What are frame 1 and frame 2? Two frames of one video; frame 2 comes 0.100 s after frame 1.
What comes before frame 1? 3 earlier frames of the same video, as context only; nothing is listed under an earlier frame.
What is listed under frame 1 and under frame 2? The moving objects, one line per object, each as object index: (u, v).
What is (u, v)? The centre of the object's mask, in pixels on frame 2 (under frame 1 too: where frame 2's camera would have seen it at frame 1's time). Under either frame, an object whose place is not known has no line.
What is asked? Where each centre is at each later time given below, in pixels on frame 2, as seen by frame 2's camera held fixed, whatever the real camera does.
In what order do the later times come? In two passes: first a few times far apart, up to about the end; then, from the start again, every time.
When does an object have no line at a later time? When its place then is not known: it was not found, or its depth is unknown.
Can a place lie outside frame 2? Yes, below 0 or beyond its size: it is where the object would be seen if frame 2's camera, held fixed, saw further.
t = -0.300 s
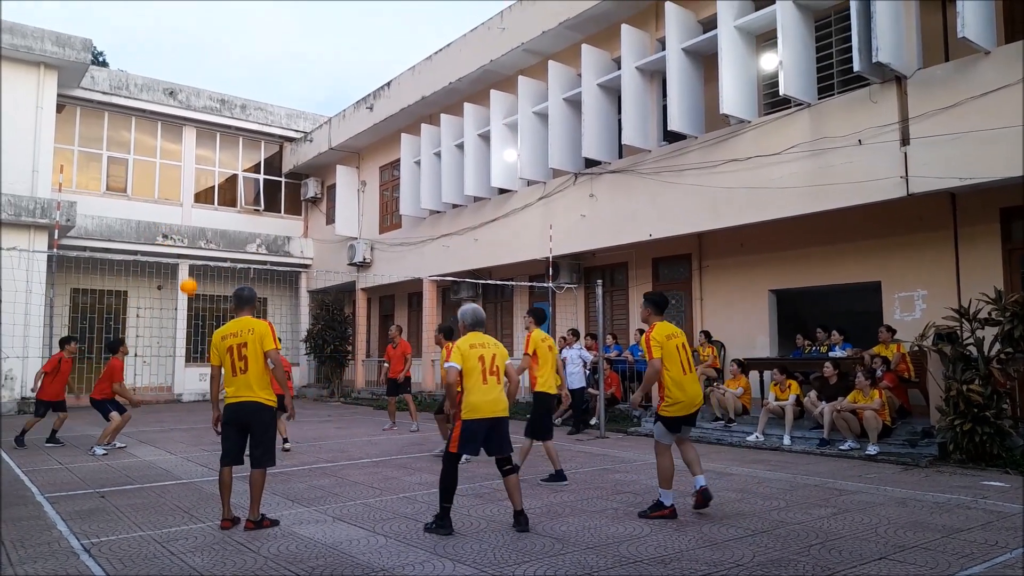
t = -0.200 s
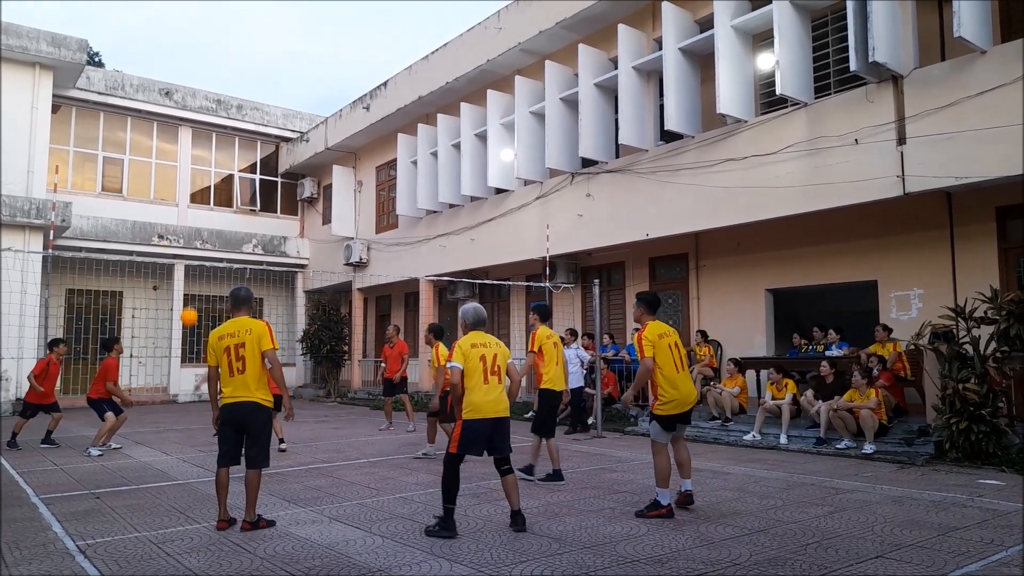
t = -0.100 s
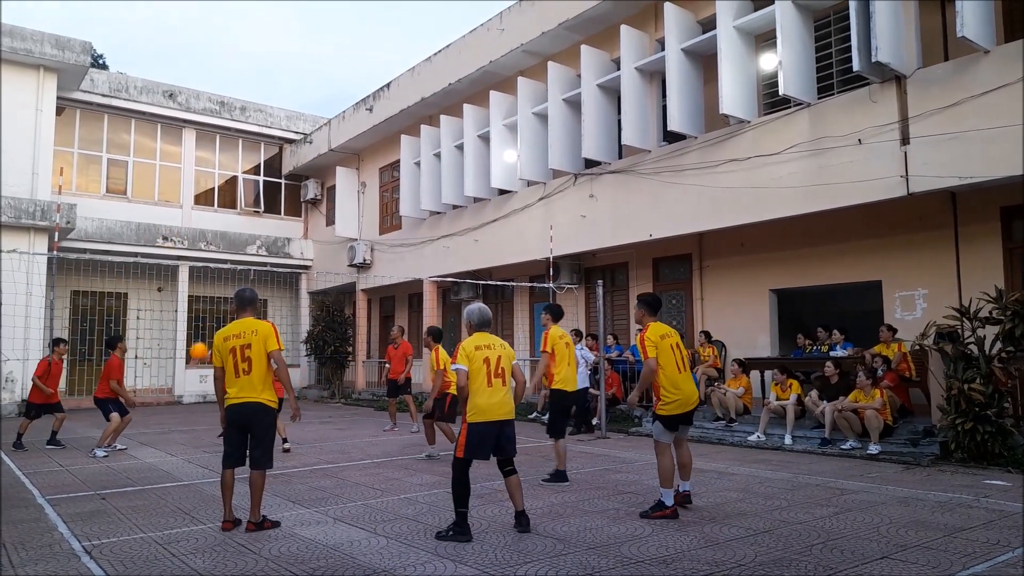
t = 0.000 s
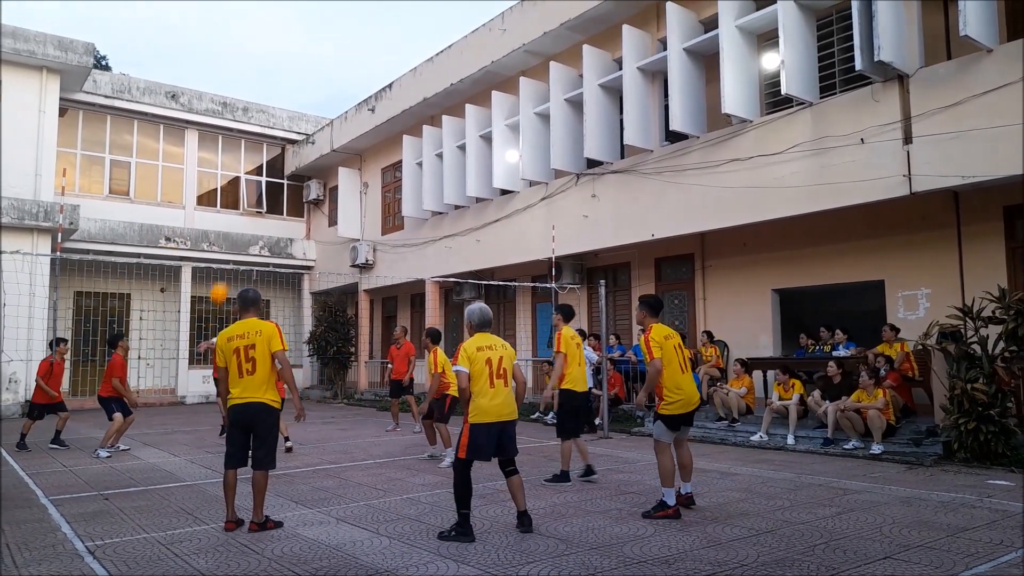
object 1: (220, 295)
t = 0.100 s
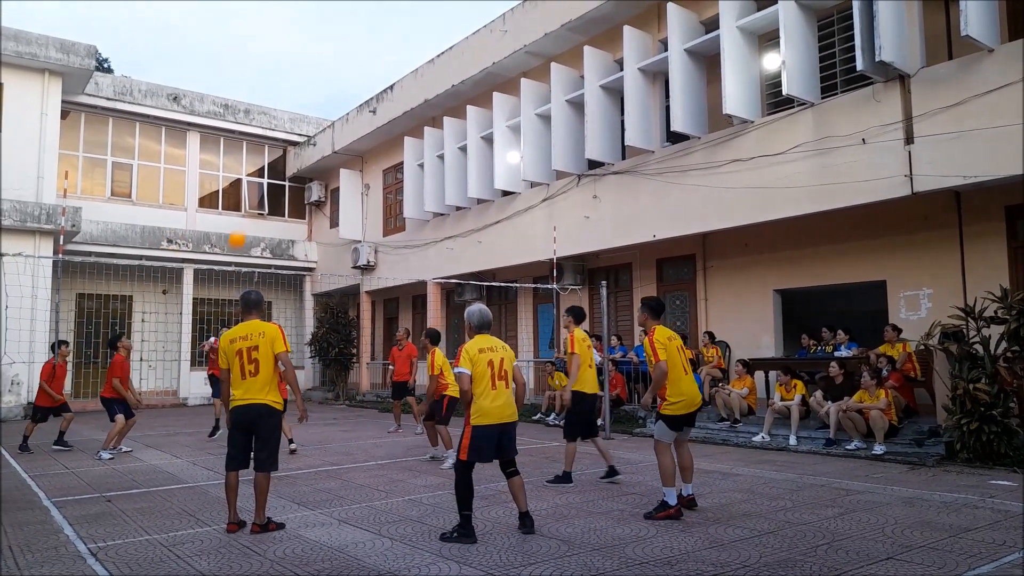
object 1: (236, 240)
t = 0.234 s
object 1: (256, 173)
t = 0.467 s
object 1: (284, 89)
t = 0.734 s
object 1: (317, 32)
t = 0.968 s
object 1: (345, 19)
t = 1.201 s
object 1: (374, 47)
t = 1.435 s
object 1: (404, 116)
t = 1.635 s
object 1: (428, 211)
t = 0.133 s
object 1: (242, 221)
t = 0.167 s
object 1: (246, 205)
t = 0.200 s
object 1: (252, 189)
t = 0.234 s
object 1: (256, 173)
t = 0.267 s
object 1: (260, 159)
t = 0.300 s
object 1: (265, 146)
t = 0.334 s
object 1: (268, 134)
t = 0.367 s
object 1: (273, 122)
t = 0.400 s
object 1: (276, 111)
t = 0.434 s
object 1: (280, 99)
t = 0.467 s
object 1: (284, 89)
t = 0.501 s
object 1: (288, 79)
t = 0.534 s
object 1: (292, 70)
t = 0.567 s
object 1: (296, 62)
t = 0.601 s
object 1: (300, 54)
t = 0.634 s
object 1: (304, 47)
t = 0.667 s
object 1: (309, 41)
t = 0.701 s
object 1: (313, 36)
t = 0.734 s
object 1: (317, 32)
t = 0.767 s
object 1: (321, 27)
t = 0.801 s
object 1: (325, 24)
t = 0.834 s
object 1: (329, 22)
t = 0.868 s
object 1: (332, 20)
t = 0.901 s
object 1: (337, 18)
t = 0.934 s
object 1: (341, 18)
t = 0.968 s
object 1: (345, 19)
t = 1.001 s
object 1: (349, 20)
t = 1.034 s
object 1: (354, 23)
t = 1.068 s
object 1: (358, 26)
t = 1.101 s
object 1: (362, 30)
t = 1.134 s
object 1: (366, 35)
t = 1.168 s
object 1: (370, 40)
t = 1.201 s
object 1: (374, 47)
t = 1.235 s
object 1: (378, 54)
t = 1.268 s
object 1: (383, 62)
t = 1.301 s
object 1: (387, 70)
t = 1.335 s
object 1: (392, 81)
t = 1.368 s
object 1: (396, 91)
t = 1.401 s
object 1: (400, 103)
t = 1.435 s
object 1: (404, 116)
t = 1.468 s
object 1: (407, 128)
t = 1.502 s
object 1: (411, 141)
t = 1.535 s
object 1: (415, 159)
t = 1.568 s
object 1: (419, 175)
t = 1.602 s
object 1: (424, 192)
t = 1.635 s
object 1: (428, 211)
